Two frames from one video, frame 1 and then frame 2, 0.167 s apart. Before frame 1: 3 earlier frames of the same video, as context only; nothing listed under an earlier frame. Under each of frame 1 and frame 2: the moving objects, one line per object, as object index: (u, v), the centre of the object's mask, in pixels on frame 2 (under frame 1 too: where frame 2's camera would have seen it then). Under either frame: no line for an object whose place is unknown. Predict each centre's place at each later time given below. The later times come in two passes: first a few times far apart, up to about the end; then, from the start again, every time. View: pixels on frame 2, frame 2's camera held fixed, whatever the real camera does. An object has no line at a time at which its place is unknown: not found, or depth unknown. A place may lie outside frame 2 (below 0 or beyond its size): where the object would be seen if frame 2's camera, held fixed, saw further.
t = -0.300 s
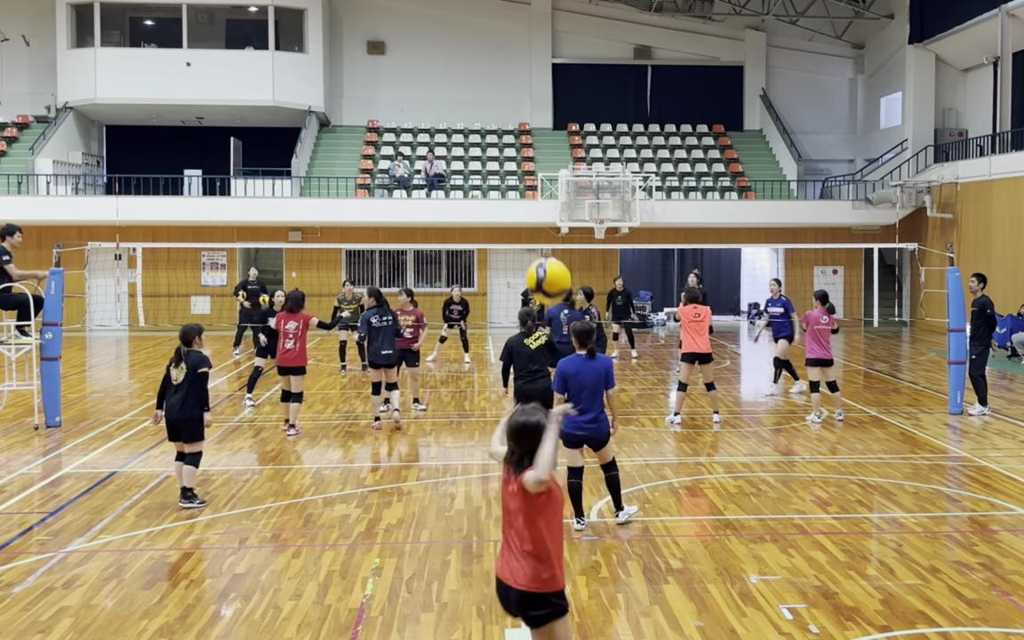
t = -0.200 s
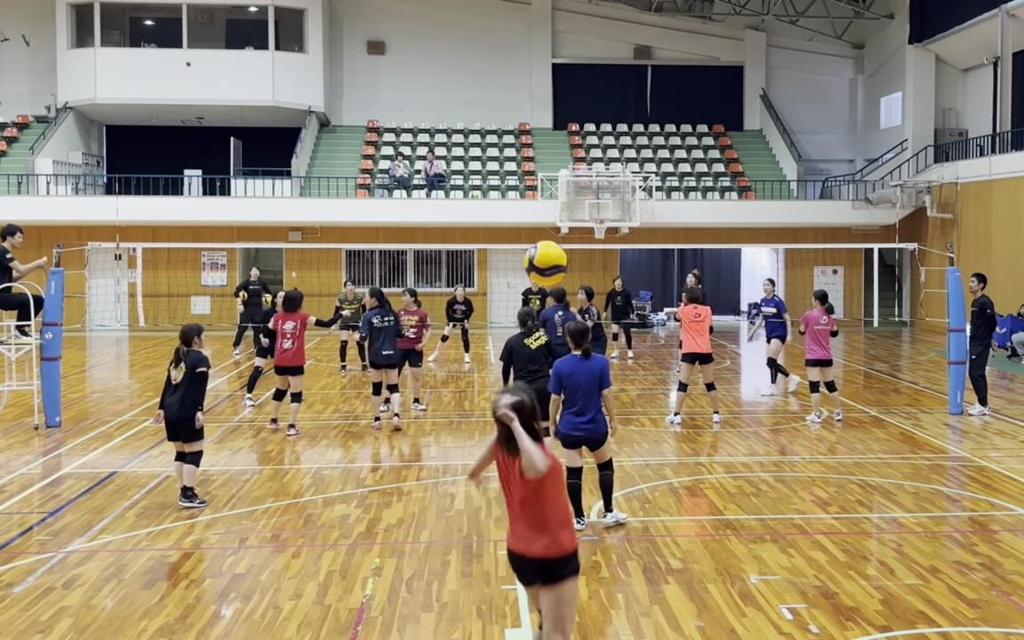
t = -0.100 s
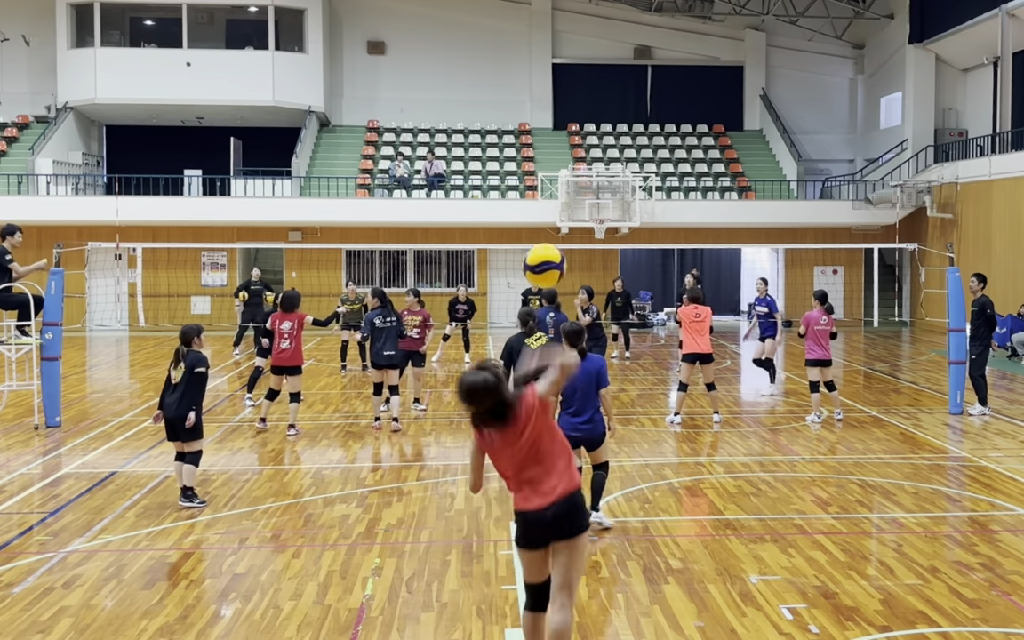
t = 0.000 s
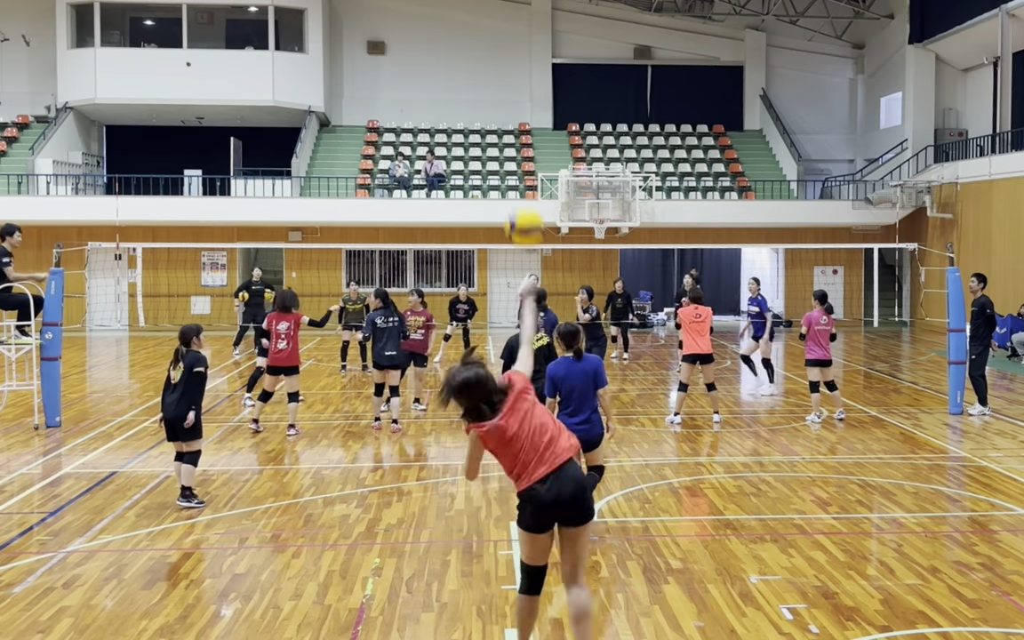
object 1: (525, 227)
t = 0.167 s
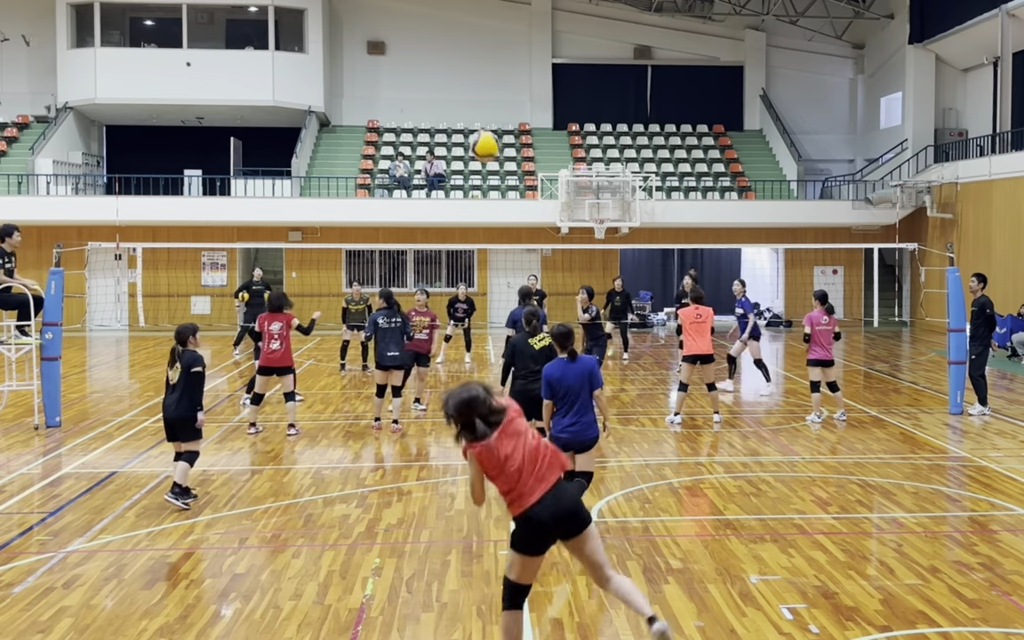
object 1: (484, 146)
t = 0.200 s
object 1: (479, 137)
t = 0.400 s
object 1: (456, 121)
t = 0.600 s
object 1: (444, 140)
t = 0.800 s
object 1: (434, 180)
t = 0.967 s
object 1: (430, 227)
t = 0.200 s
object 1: (479, 137)
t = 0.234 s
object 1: (475, 132)
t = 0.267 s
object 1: (470, 127)
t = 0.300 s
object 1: (465, 124)
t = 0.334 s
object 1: (462, 122)
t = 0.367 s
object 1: (459, 121)
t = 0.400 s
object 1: (456, 121)
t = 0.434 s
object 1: (454, 122)
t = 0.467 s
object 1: (451, 124)
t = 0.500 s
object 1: (450, 126)
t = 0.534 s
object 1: (448, 130)
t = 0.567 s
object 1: (445, 135)
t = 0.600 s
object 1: (444, 140)
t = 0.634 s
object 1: (442, 145)
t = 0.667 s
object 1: (440, 152)
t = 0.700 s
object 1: (440, 159)
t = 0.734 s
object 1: (438, 166)
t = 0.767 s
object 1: (436, 173)
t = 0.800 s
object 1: (434, 180)
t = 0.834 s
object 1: (433, 188)
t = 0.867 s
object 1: (433, 196)
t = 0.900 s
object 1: (432, 206)
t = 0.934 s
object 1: (431, 216)
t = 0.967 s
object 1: (430, 227)
